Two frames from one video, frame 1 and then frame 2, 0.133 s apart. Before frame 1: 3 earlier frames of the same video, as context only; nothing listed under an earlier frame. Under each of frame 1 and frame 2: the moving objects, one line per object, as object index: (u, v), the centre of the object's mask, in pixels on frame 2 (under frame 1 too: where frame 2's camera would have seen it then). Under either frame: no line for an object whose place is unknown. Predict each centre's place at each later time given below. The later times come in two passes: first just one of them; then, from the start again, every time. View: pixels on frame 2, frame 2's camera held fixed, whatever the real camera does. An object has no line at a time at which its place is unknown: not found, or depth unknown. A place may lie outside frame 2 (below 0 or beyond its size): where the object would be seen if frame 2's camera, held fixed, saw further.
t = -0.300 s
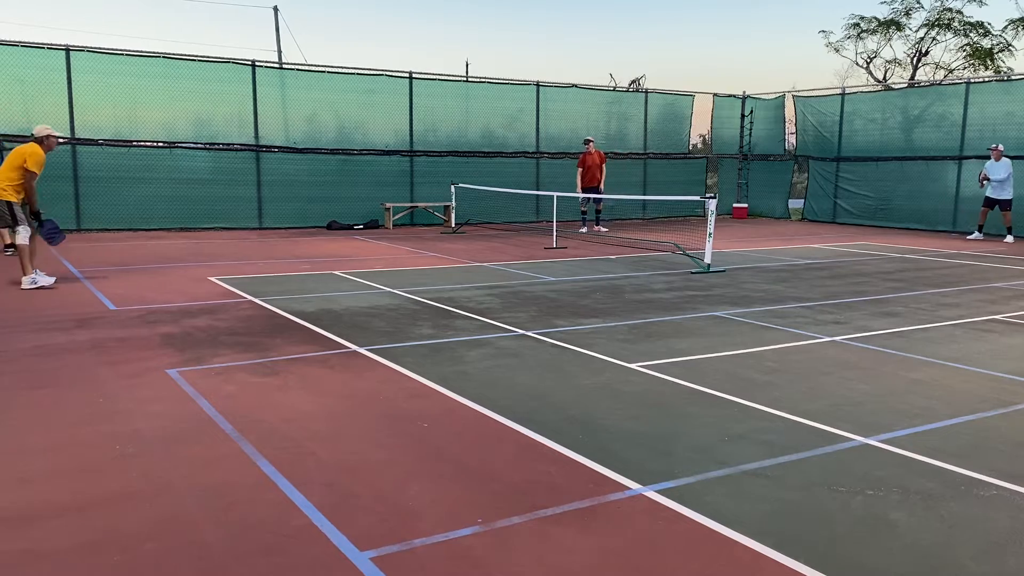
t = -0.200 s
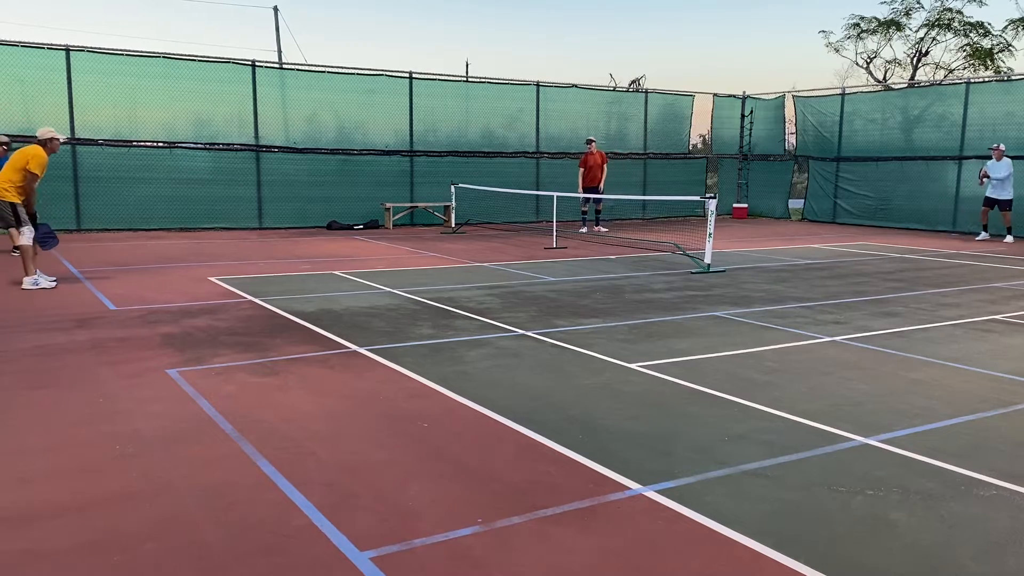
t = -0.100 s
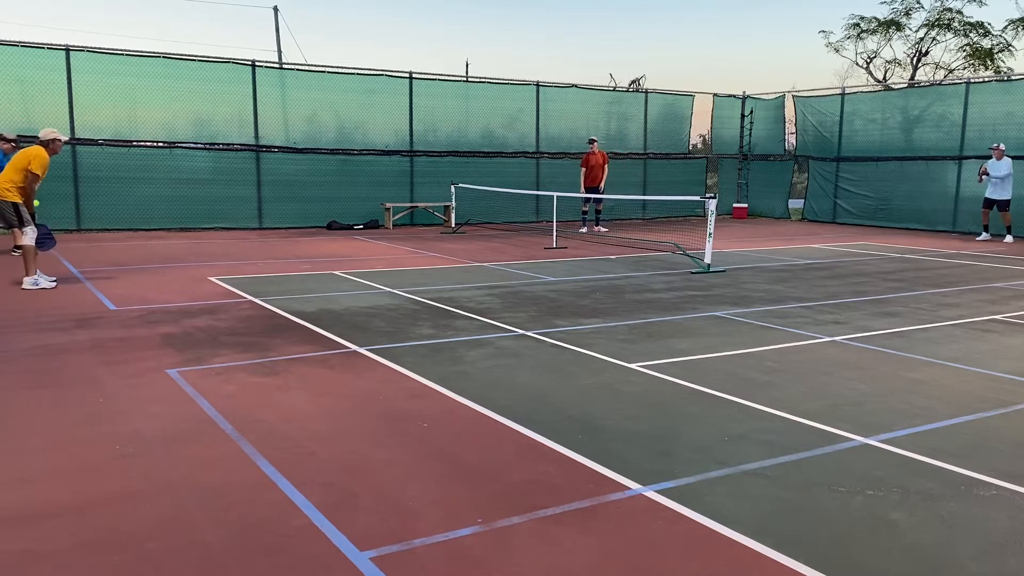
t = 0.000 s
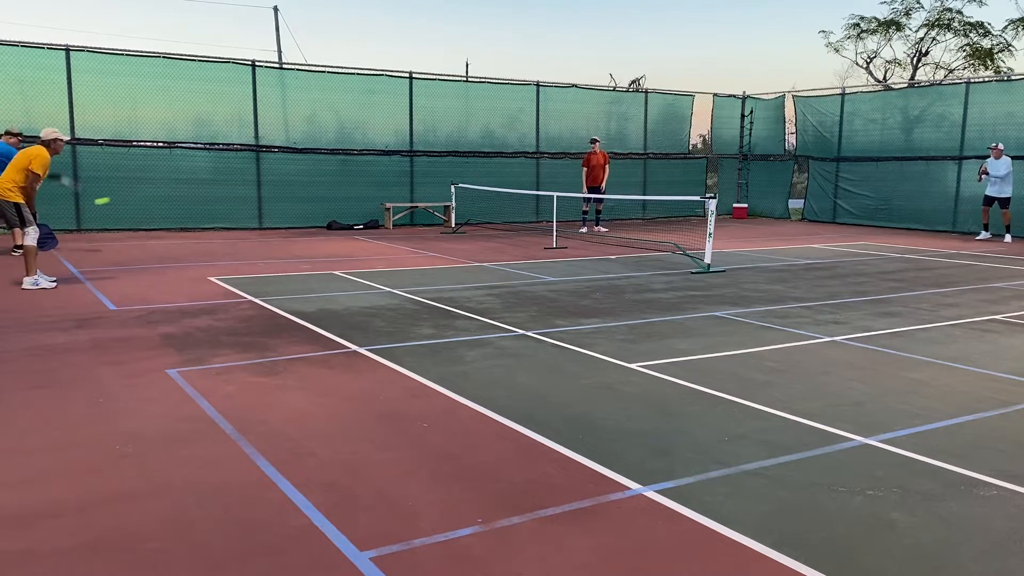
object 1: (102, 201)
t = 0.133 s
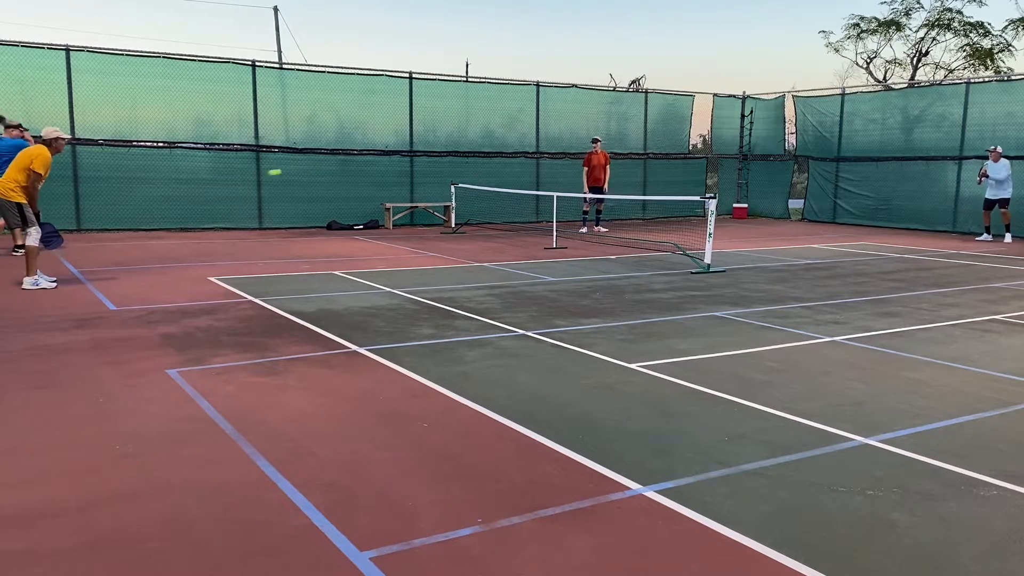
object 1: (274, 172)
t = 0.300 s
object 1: (443, 162)
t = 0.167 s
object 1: (311, 168)
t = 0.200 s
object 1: (347, 165)
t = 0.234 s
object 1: (381, 163)
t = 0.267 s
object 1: (413, 163)
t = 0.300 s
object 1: (443, 162)
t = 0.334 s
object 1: (471, 163)
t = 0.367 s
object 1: (499, 165)
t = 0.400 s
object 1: (525, 167)
